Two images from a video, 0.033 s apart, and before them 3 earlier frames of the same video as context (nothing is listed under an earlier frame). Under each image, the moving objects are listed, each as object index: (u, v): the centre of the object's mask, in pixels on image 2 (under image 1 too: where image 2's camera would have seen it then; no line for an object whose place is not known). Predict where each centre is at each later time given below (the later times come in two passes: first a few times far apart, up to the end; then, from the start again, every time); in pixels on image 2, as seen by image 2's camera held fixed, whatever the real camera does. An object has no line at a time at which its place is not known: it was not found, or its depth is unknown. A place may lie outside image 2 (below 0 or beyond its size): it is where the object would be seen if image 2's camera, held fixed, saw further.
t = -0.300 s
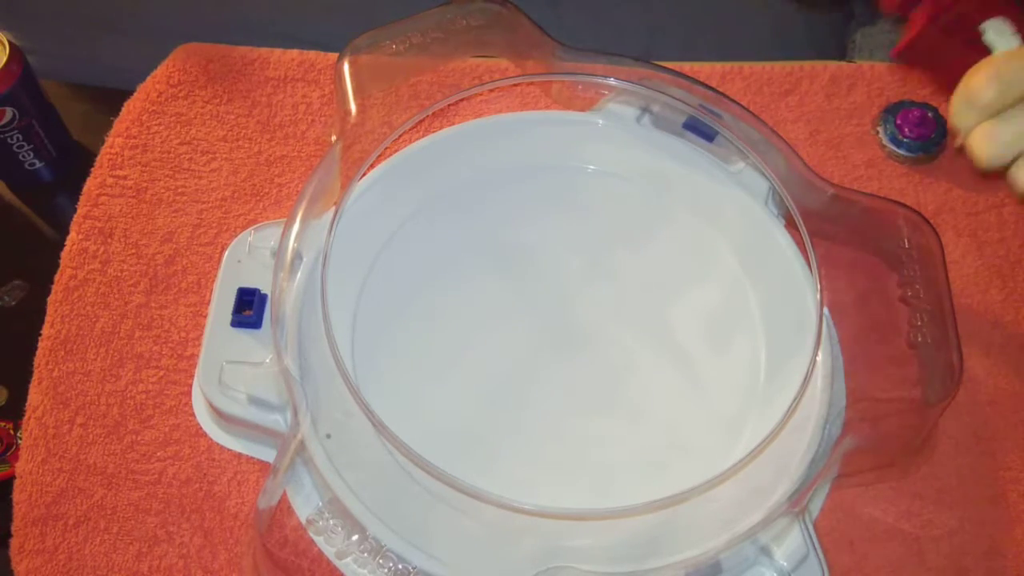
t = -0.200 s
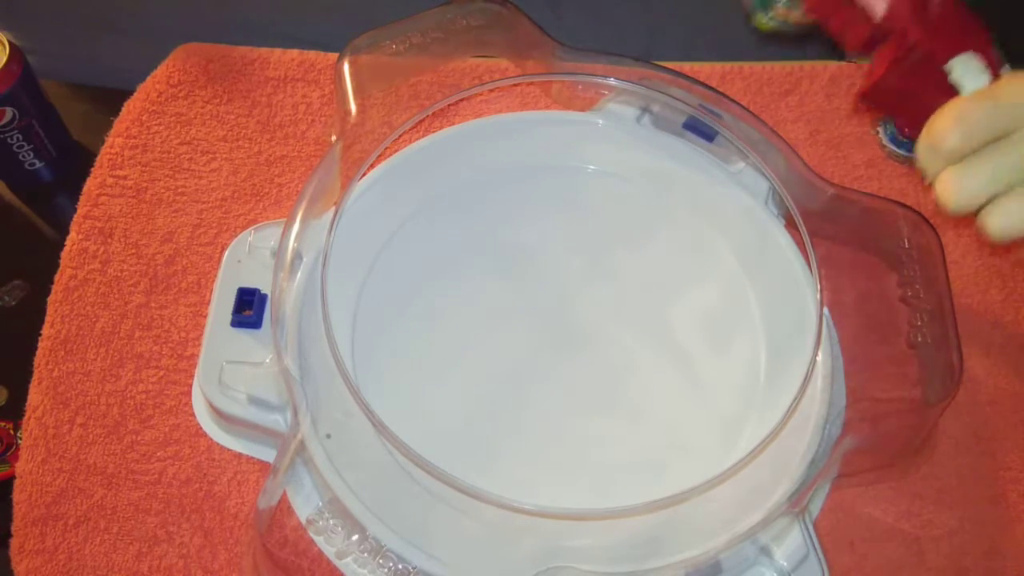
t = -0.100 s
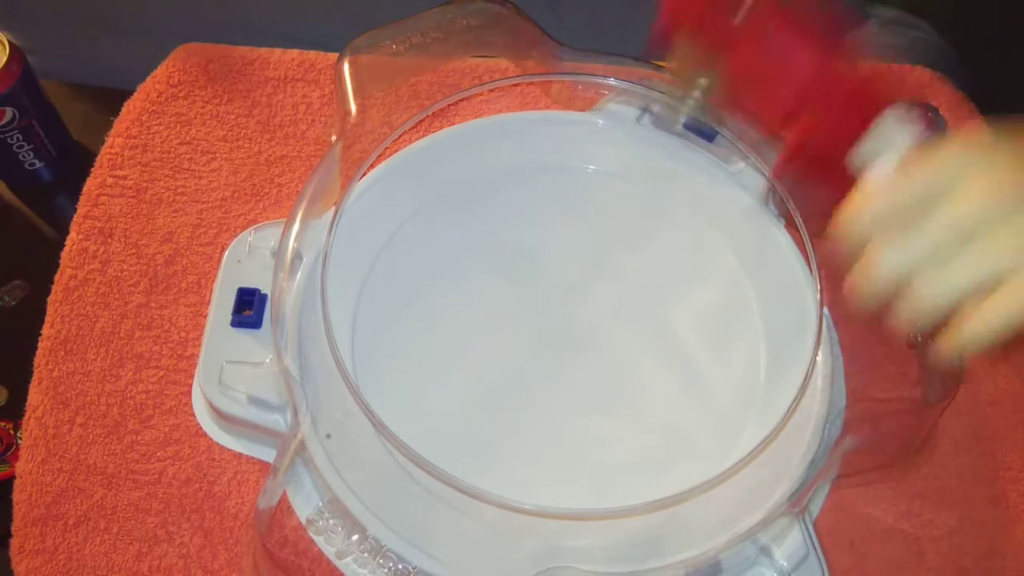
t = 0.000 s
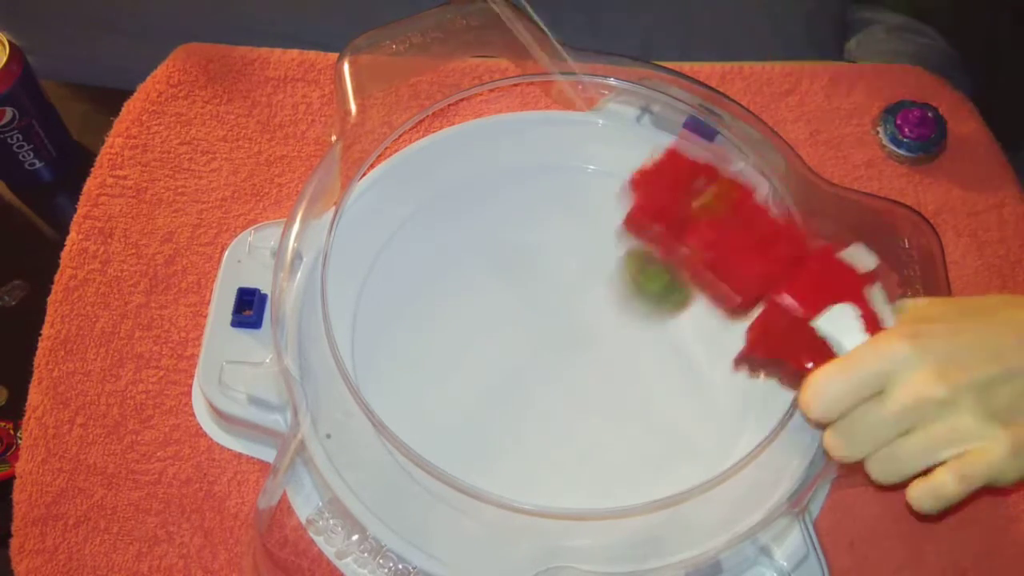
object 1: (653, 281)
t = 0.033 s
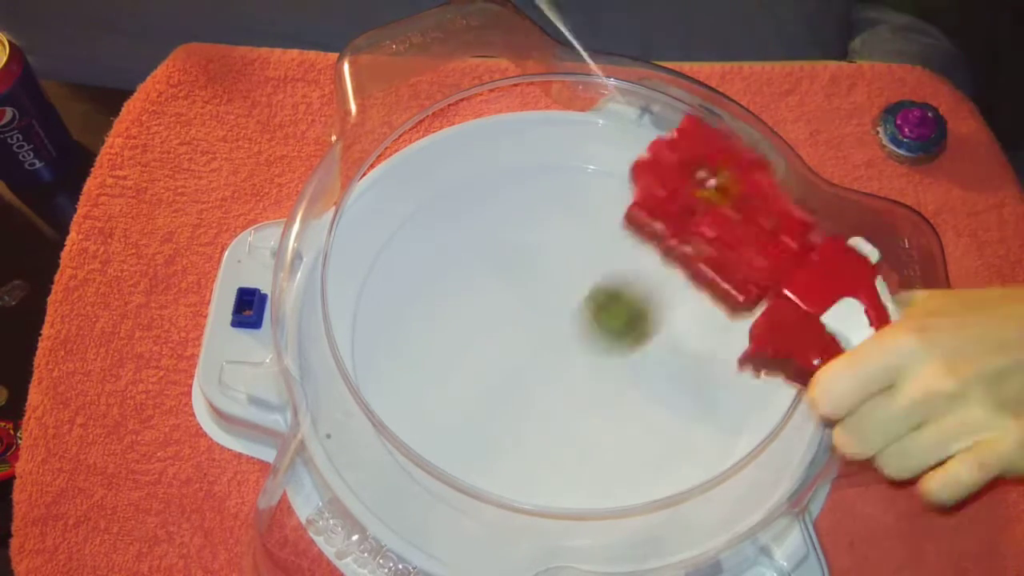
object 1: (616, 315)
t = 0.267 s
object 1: (396, 271)
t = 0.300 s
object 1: (379, 272)
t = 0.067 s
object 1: (586, 305)
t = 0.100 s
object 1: (554, 283)
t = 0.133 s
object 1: (518, 269)
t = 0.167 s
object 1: (483, 264)
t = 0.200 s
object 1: (448, 267)
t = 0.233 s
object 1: (413, 276)
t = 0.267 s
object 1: (396, 271)
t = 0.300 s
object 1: (379, 272)
